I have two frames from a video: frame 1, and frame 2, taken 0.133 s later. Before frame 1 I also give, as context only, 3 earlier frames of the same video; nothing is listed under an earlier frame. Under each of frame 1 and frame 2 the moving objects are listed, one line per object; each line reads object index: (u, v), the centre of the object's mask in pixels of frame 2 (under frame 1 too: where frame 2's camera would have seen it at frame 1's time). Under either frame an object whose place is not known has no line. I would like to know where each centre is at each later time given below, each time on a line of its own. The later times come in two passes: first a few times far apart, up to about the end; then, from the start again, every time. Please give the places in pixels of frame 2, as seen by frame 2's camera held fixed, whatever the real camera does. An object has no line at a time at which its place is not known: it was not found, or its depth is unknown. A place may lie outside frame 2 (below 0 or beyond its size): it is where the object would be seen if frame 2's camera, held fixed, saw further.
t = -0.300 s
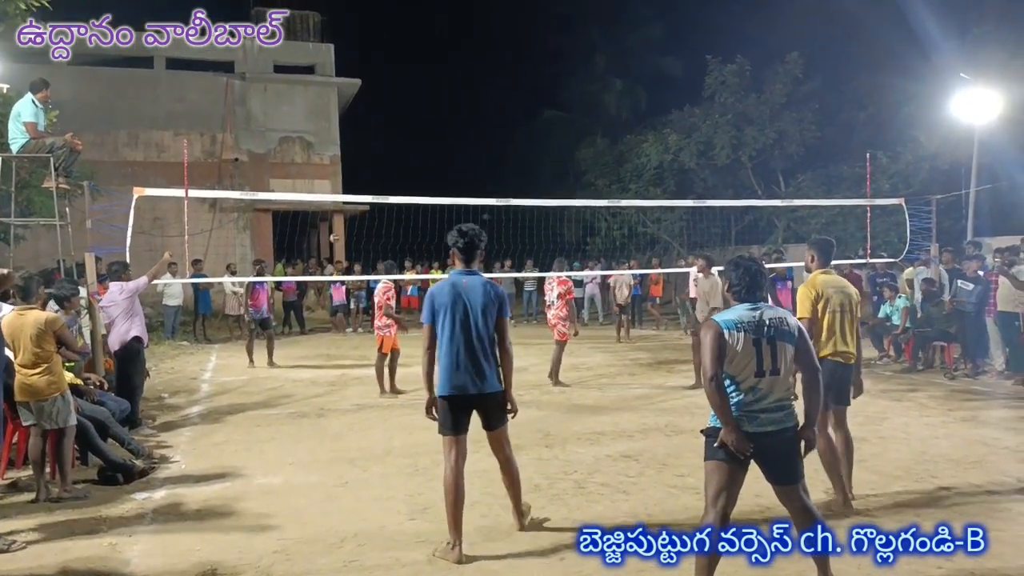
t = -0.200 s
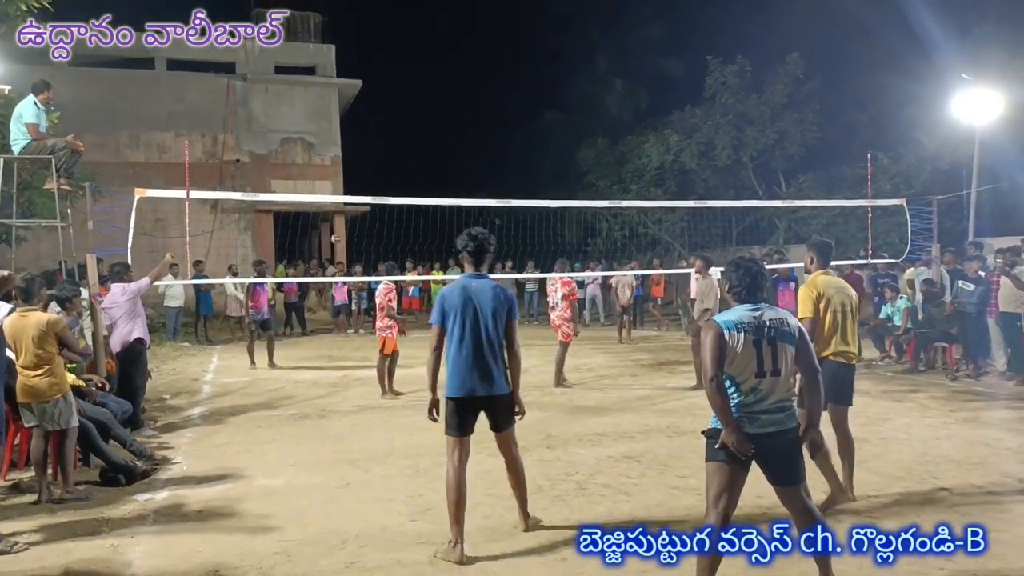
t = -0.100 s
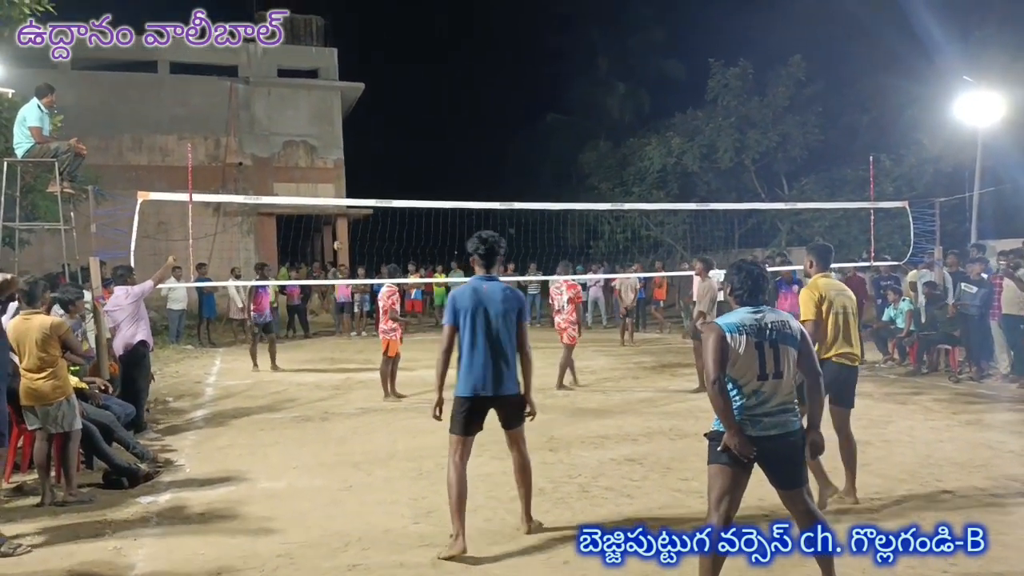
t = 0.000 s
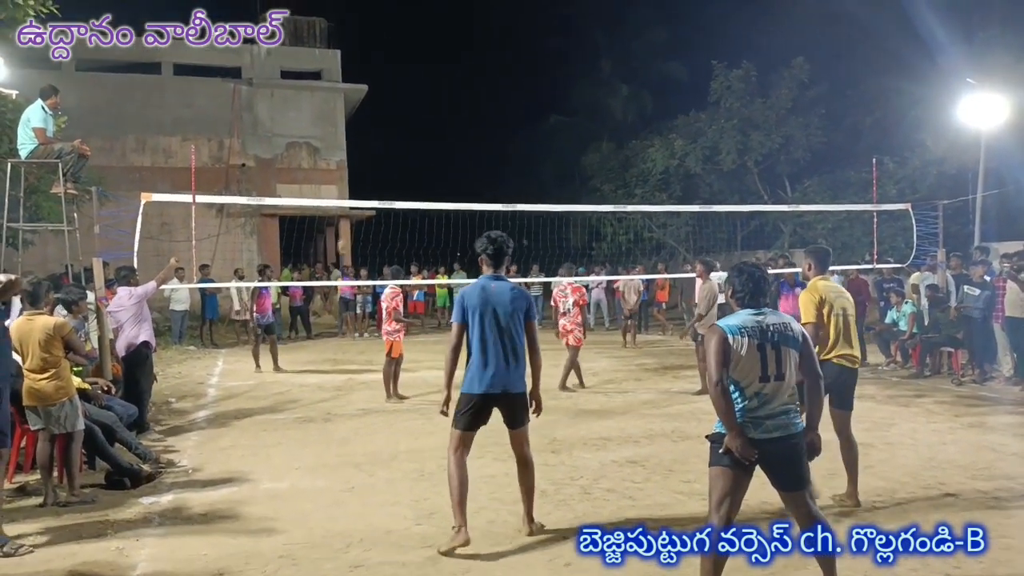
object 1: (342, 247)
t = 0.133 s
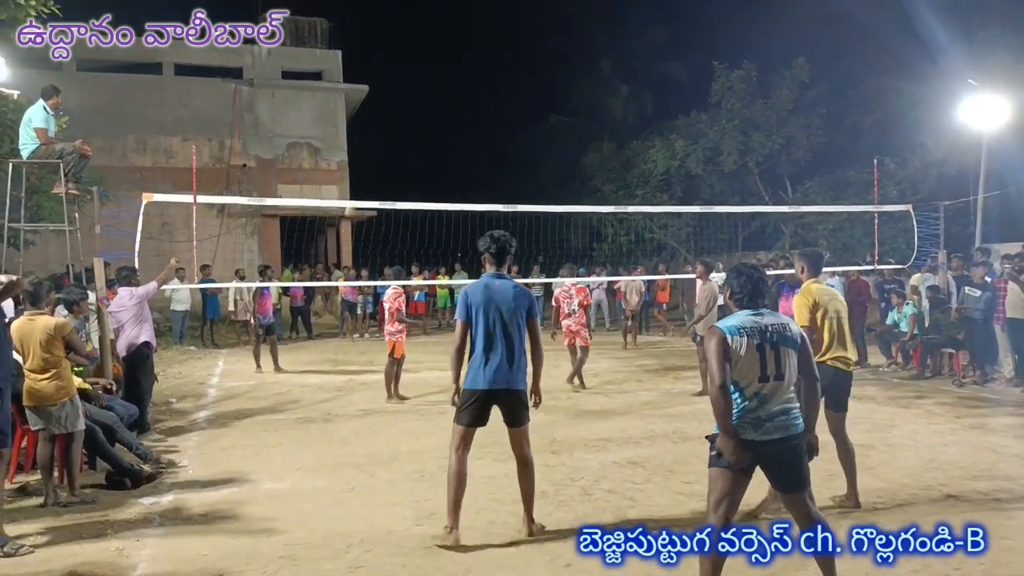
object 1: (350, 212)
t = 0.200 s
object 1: (355, 194)
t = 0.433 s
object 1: (374, 151)
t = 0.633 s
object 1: (397, 133)
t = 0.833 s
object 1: (433, 148)
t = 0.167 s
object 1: (353, 198)
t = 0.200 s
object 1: (355, 194)
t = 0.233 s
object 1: (357, 188)
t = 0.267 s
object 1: (359, 181)
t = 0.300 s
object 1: (362, 174)
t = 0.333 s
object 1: (364, 168)
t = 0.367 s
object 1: (367, 162)
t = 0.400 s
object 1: (370, 157)
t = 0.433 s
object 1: (374, 151)
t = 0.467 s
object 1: (377, 146)
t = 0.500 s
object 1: (381, 142)
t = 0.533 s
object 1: (385, 139)
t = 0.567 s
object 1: (389, 136)
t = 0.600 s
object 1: (393, 134)
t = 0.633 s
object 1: (397, 133)
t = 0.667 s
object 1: (402, 132)
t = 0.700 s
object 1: (407, 133)
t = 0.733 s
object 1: (413, 134)
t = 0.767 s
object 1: (419, 137)
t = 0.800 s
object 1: (426, 142)
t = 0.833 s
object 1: (433, 148)
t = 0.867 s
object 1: (441, 156)
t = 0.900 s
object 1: (450, 167)
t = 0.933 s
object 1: (460, 180)
